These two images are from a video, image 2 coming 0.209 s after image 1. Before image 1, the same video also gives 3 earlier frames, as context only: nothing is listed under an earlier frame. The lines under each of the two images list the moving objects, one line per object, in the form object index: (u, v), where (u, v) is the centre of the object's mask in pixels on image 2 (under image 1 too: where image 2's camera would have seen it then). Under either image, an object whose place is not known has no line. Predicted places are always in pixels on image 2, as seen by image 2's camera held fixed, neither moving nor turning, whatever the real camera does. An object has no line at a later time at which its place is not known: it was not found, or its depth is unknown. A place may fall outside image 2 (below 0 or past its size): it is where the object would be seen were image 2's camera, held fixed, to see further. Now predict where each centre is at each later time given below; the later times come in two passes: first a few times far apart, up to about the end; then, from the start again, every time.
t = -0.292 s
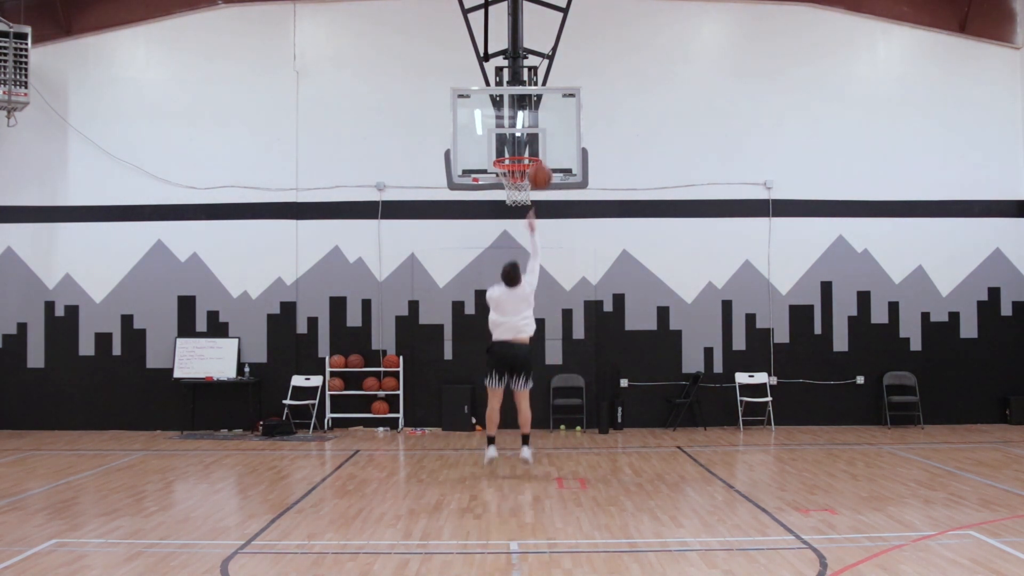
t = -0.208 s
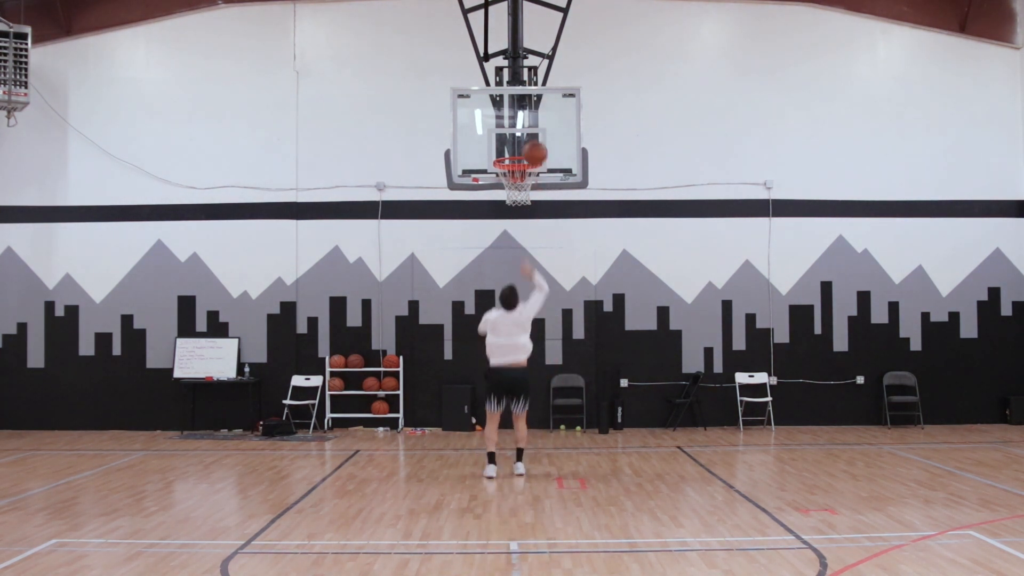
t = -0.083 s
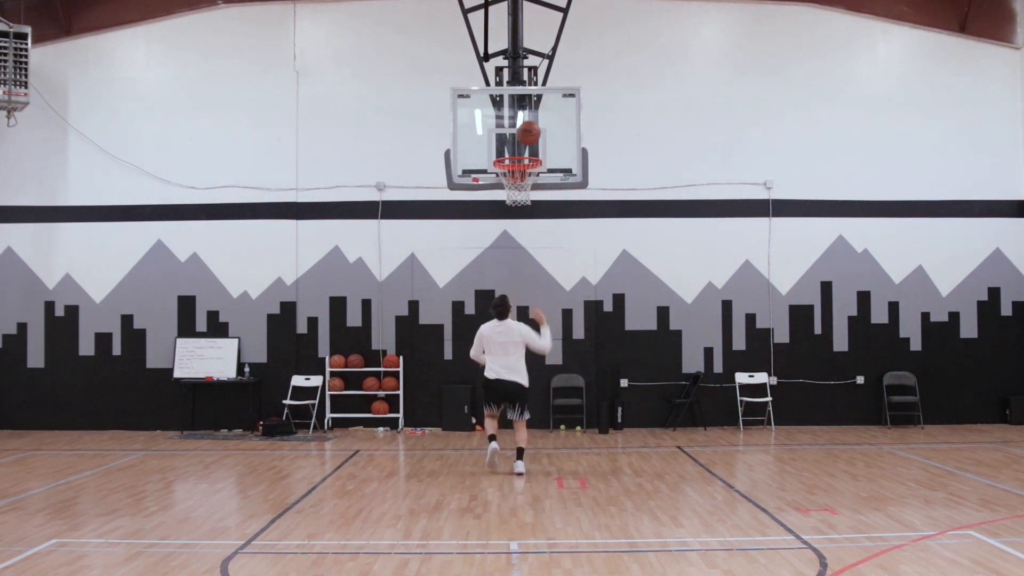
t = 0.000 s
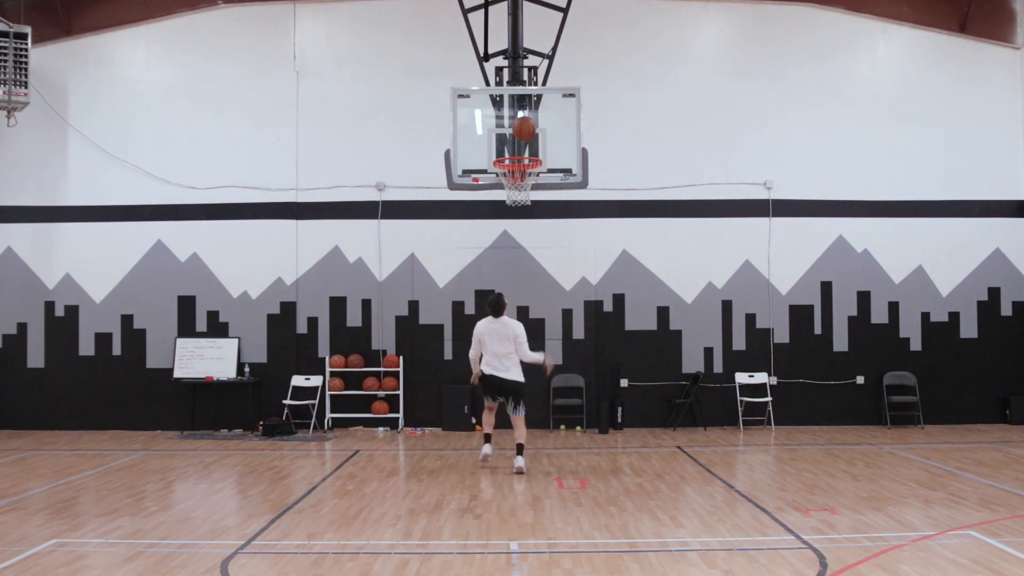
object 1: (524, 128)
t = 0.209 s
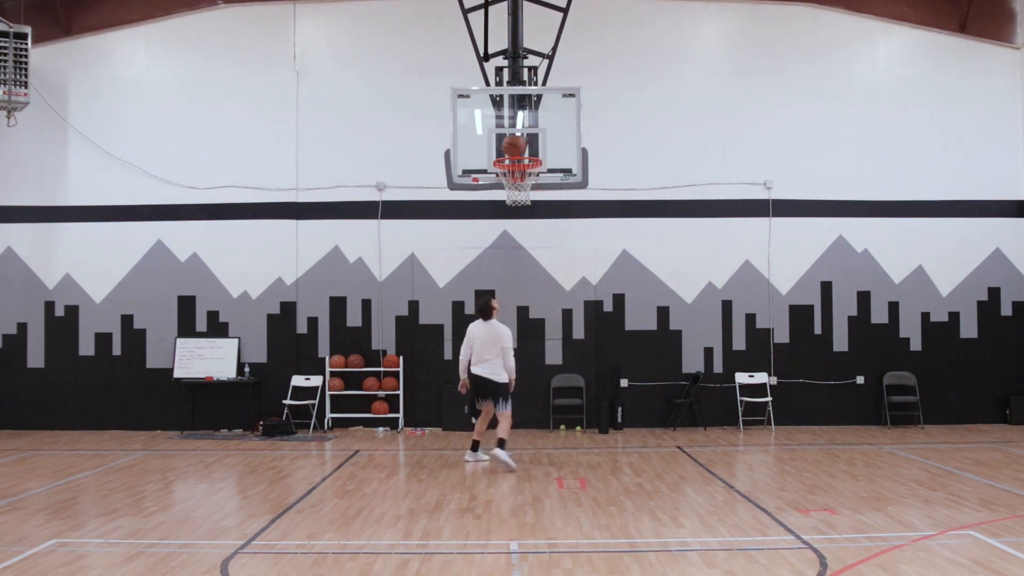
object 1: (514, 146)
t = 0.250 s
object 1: (511, 150)
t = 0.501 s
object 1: (538, 206)
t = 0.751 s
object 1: (565, 293)
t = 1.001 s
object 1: (592, 443)
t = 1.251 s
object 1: (614, 358)
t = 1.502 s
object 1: (636, 303)
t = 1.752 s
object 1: (660, 311)
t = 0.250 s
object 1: (511, 150)
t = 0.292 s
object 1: (513, 168)
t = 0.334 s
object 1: (516, 172)
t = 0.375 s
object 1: (523, 181)
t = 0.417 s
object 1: (529, 195)
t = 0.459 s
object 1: (534, 199)
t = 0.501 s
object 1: (538, 206)
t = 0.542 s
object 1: (542, 215)
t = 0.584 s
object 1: (547, 226)
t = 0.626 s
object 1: (551, 241)
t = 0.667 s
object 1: (556, 256)
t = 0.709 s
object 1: (560, 274)
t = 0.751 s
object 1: (565, 293)
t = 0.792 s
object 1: (569, 313)
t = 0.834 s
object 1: (574, 338)
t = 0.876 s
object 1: (579, 361)
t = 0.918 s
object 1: (584, 386)
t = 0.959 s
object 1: (588, 414)
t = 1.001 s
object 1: (592, 443)
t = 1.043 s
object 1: (597, 447)
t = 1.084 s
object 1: (601, 426)
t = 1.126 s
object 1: (604, 408)
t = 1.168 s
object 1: (607, 390)
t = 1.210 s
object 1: (611, 373)
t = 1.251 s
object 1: (614, 358)
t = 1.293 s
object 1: (618, 344)
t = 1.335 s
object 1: (621, 333)
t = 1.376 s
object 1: (625, 323)
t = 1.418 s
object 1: (628, 314)
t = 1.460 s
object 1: (633, 308)
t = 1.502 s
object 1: (636, 303)
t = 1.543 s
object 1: (640, 300)
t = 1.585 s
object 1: (644, 298)
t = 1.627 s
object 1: (648, 299)
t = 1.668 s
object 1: (652, 301)
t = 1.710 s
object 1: (656, 305)
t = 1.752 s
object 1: (660, 311)
